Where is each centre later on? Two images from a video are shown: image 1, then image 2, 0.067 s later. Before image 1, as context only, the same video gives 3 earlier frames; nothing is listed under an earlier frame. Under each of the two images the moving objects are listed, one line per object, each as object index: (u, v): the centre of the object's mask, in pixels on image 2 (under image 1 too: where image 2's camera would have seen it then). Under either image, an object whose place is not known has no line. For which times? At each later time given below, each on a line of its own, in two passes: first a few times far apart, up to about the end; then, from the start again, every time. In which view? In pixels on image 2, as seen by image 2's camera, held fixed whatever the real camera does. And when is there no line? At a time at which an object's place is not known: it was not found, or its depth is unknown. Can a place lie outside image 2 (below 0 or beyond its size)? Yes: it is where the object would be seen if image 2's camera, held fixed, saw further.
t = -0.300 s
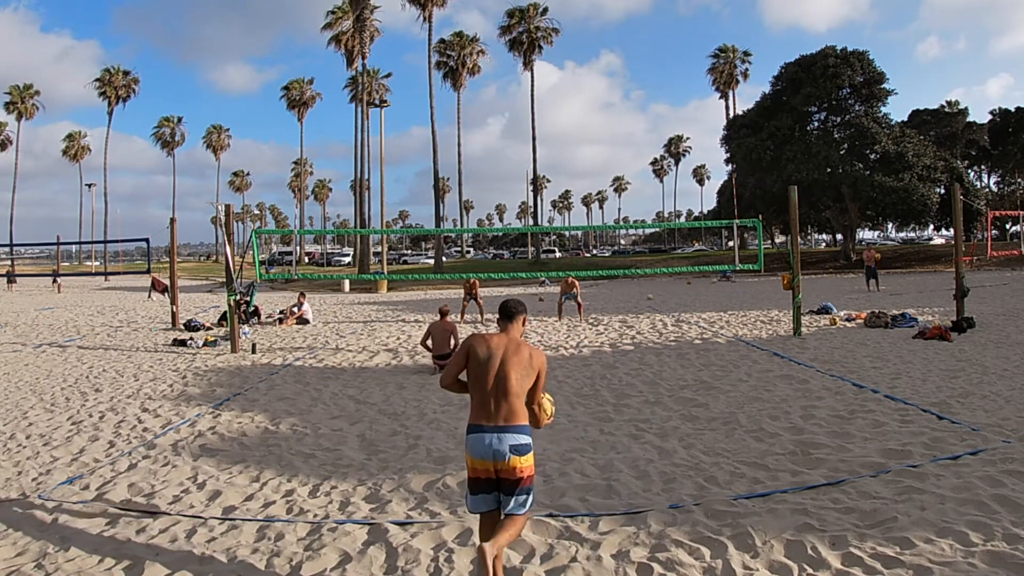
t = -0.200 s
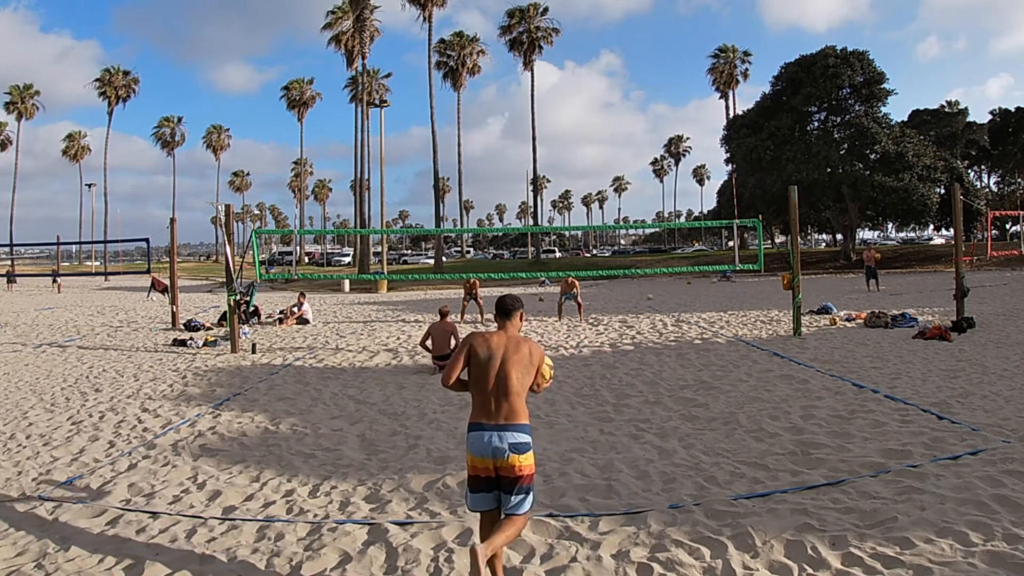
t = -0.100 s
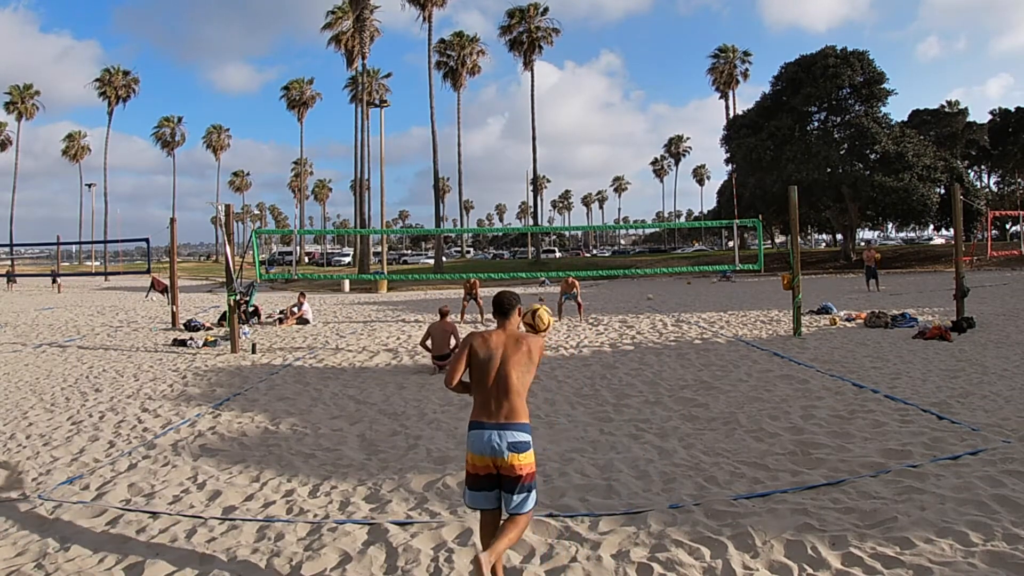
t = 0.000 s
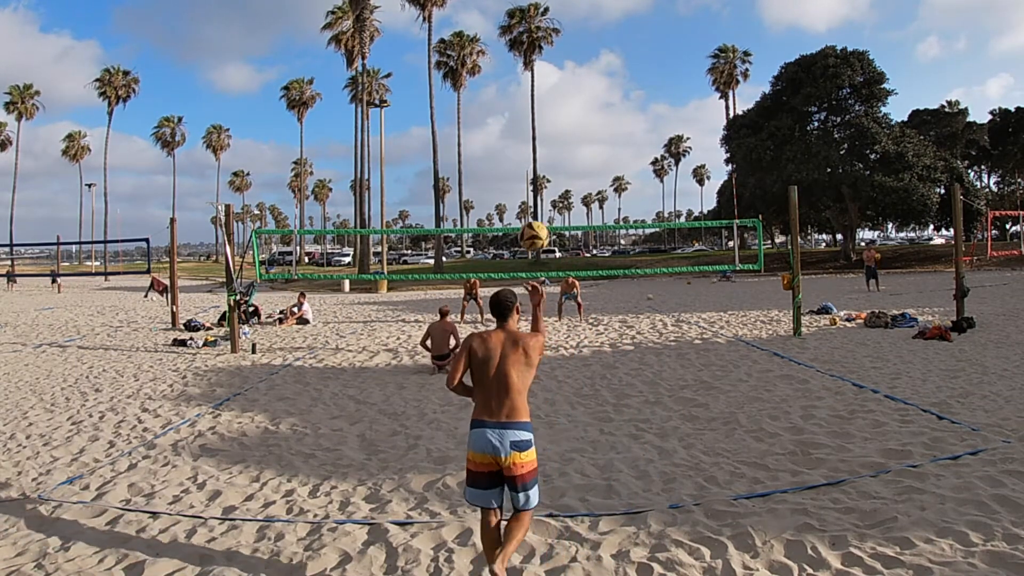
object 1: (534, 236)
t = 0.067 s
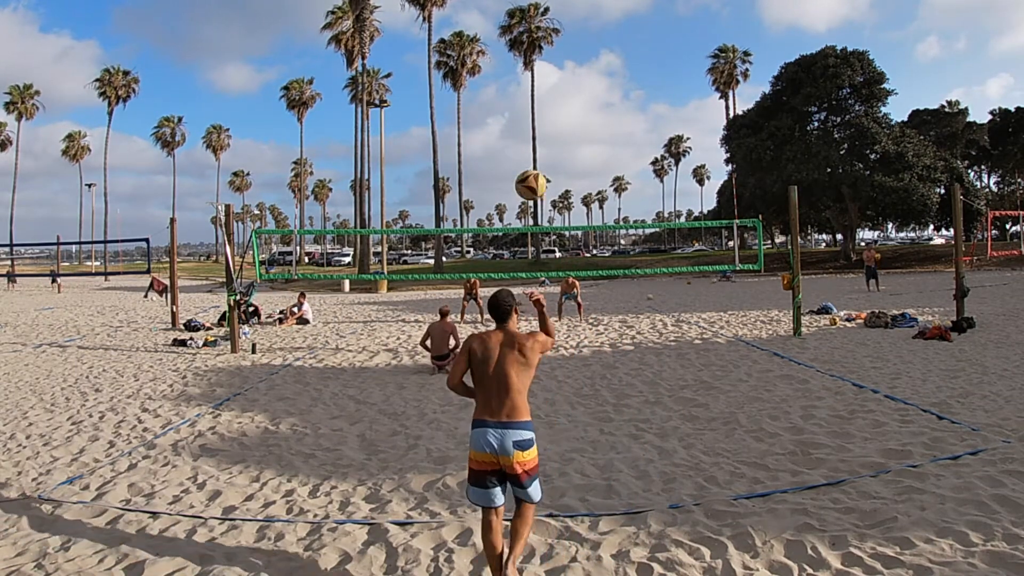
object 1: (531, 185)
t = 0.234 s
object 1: (522, 85)
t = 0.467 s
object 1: (510, 12)
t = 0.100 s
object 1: (529, 162)
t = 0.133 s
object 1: (527, 140)
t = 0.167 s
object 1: (526, 121)
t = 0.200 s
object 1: (524, 102)
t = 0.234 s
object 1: (522, 85)
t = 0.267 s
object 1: (520, 70)
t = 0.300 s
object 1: (519, 57)
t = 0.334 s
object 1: (517, 45)
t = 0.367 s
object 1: (515, 35)
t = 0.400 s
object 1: (513, 24)
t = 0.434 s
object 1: (511, 17)
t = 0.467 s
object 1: (510, 12)
